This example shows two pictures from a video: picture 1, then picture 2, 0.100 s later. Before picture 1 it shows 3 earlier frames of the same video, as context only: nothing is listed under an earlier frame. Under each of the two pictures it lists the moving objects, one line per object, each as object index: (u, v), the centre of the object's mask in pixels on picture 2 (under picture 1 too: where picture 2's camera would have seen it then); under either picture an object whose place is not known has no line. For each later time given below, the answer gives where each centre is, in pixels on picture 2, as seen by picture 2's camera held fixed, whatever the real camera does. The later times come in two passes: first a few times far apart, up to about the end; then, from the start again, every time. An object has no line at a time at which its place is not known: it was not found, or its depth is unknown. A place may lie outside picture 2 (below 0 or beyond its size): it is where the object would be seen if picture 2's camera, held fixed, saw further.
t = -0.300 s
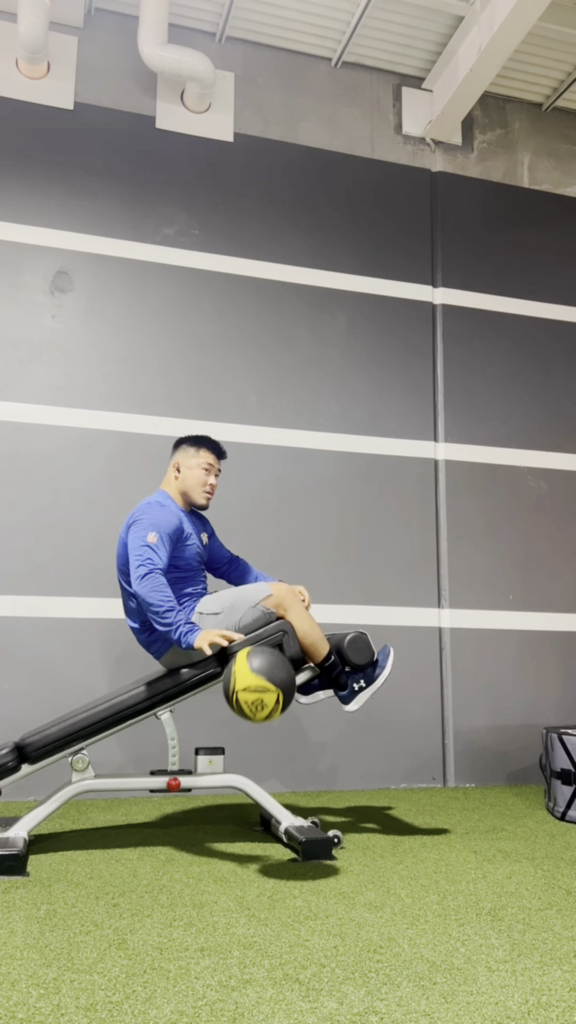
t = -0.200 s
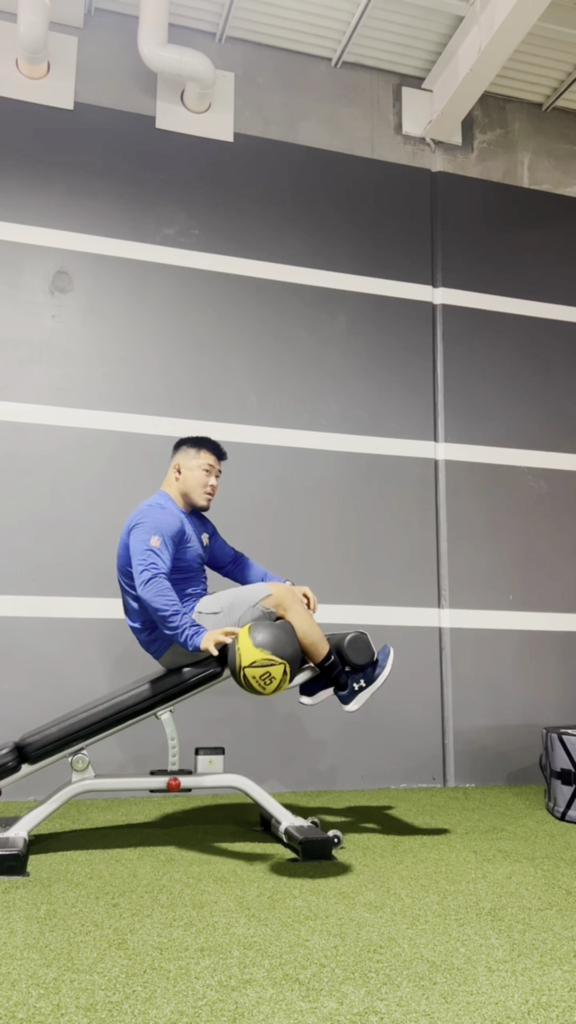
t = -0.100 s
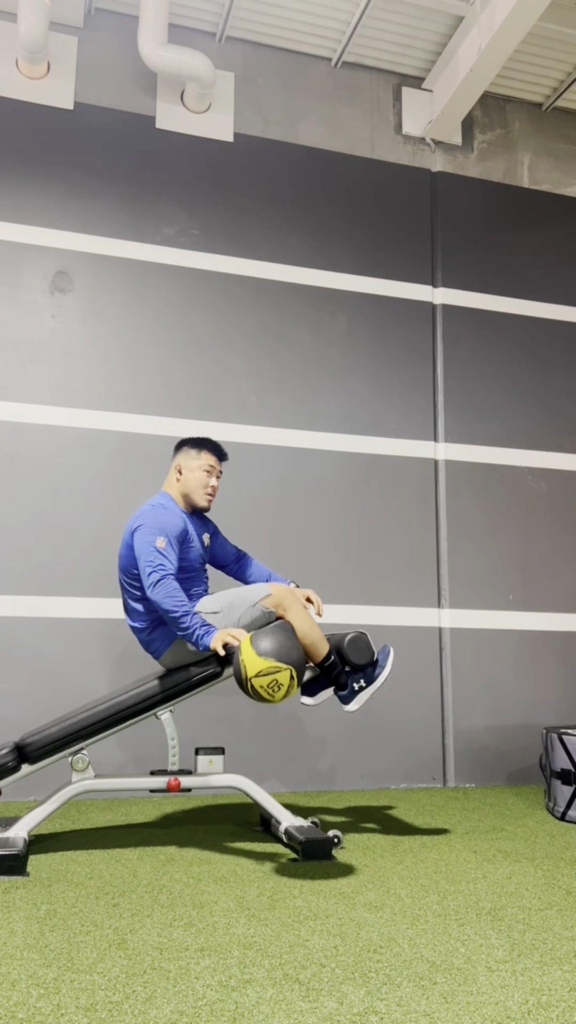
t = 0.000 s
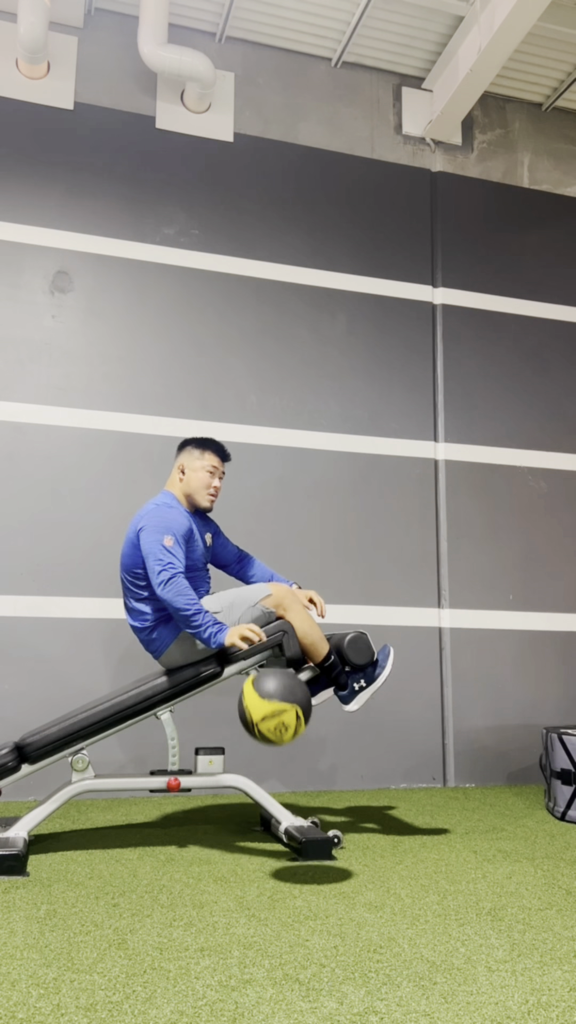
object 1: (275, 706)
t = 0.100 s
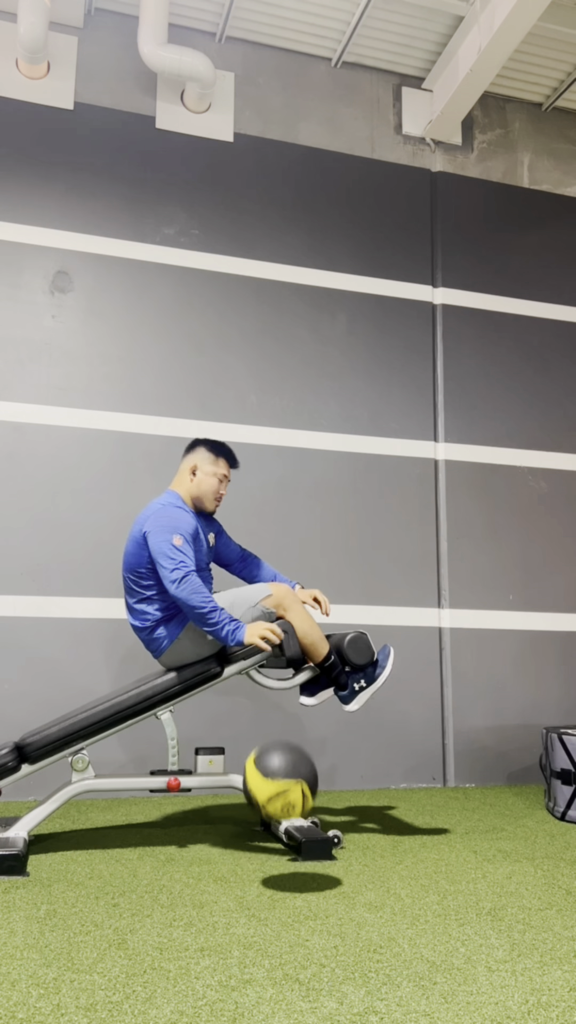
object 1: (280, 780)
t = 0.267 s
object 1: (288, 792)
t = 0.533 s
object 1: (296, 762)
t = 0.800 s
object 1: (304, 810)
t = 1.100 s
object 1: (310, 853)
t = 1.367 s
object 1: (312, 862)
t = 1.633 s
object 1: (311, 855)
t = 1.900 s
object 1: (307, 864)
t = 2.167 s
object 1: (306, 864)
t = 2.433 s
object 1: (307, 864)
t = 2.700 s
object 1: (307, 864)
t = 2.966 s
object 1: (307, 864)
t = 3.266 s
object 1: (307, 864)
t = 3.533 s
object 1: (307, 864)
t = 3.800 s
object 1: (307, 864)
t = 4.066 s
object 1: (307, 864)
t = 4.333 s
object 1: (307, 864)
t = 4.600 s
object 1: (307, 864)
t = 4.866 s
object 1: (307, 864)
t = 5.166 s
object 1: (307, 864)
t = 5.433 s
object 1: (307, 864)
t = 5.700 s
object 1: (307, 864)
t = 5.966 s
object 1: (307, 864)
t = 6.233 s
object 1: (307, 864)
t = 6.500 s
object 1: (307, 864)
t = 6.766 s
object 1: (307, 864)
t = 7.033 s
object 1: (307, 864)
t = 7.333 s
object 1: (307, 864)
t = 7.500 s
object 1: (307, 864)
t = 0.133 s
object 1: (283, 815)
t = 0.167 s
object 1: (284, 854)
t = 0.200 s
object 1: (285, 840)
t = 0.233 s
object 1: (287, 814)
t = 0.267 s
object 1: (288, 792)
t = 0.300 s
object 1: (289, 775)
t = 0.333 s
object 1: (290, 762)
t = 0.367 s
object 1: (291, 753)
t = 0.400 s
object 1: (292, 747)
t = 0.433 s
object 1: (293, 746)
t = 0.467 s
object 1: (294, 747)
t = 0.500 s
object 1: (295, 753)
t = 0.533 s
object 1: (296, 762)
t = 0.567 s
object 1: (297, 776)
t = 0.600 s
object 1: (298, 793)
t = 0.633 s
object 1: (301, 817)
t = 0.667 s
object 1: (300, 842)
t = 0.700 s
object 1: (301, 856)
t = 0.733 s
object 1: (301, 837)
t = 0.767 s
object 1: (303, 821)
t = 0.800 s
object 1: (304, 810)
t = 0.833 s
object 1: (304, 802)
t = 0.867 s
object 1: (305, 798)
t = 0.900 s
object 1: (306, 797)
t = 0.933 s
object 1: (307, 802)
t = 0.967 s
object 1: (308, 810)
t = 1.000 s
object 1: (308, 822)
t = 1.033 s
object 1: (309, 838)
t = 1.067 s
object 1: (310, 857)
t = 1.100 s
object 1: (310, 853)
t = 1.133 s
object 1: (311, 840)
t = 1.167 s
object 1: (311, 832)
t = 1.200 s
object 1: (311, 828)
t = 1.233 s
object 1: (312, 828)
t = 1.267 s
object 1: (312, 831)
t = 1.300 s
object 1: (312, 839)
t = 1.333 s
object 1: (312, 851)
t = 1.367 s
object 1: (312, 862)
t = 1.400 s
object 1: (312, 853)
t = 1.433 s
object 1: (312, 846)
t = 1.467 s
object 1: (312, 845)
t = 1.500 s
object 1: (312, 846)
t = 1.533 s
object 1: (312, 852)
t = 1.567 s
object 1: (312, 862)
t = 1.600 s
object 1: (311, 859)
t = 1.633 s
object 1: (311, 855)
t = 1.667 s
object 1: (311, 855)
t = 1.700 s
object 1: (310, 859)
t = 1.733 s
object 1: (310, 863)
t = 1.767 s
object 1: (309, 860)
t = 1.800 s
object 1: (309, 861)
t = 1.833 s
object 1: (308, 864)
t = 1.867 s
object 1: (308, 862)
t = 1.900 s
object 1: (307, 864)
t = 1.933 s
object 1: (307, 863)
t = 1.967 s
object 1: (307, 864)
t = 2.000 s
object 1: (306, 864)
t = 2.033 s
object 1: (306, 864)
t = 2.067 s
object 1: (306, 864)
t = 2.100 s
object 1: (306, 864)
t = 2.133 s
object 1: (306, 864)
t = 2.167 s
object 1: (306, 864)
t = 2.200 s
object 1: (306, 864)
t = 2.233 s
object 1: (306, 864)
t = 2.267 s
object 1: (306, 864)
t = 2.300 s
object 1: (307, 864)
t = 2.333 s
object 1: (307, 864)
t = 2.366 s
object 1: (307, 864)
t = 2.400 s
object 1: (307, 864)
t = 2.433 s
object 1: (307, 864)
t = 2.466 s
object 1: (307, 864)
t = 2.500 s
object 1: (307, 864)
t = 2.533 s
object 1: (307, 864)
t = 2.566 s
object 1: (307, 864)
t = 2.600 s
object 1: (307, 864)
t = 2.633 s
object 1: (307, 864)
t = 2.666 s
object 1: (307, 864)
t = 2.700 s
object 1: (307, 864)
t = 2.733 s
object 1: (307, 864)
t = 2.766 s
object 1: (307, 864)
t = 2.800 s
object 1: (307, 864)
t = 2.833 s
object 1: (307, 864)
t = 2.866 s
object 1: (307, 864)
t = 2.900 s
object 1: (307, 864)
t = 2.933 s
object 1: (307, 864)
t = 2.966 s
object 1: (307, 864)
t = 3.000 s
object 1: (307, 864)
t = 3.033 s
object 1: (307, 864)
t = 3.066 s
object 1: (307, 864)
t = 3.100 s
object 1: (307, 864)
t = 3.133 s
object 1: (307, 864)
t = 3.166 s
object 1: (307, 864)
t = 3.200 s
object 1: (307, 864)
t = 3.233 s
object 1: (307, 864)
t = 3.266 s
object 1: (307, 864)
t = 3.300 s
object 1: (307, 864)
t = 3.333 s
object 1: (307, 864)
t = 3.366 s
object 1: (307, 864)
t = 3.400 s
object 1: (307, 864)
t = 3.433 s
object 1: (307, 864)
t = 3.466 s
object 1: (307, 864)
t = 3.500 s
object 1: (307, 864)
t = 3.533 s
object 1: (307, 864)
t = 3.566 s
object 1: (307, 864)
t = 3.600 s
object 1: (307, 864)
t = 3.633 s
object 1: (307, 864)
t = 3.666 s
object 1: (307, 864)
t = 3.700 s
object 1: (307, 864)
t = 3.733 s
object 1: (307, 864)
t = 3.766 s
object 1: (307, 864)
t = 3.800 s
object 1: (307, 864)
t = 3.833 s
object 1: (307, 864)
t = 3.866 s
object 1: (307, 864)
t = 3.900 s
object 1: (307, 864)
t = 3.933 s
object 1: (307, 864)
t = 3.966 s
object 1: (307, 864)
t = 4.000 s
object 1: (307, 864)
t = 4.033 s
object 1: (307, 864)
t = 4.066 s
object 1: (307, 864)
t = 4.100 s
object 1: (307, 864)
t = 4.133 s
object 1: (307, 864)
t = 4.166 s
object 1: (307, 864)
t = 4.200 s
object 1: (307, 864)
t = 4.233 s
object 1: (307, 864)
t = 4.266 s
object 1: (307, 864)
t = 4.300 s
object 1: (307, 864)
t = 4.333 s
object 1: (307, 864)
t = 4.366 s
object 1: (307, 864)
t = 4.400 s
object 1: (307, 864)
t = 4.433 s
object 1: (307, 864)
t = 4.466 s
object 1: (307, 864)
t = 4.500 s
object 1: (307, 864)
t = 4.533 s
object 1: (307, 864)
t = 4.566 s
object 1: (307, 864)
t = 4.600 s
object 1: (307, 864)
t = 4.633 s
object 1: (307, 864)
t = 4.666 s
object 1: (307, 864)
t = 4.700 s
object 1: (307, 864)
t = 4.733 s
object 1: (307, 864)
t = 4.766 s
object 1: (307, 864)
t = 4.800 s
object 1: (307, 864)
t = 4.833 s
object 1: (307, 864)
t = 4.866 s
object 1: (307, 864)
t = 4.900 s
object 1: (307, 864)
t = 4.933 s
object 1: (307, 864)
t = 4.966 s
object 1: (307, 864)
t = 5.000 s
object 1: (307, 864)
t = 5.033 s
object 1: (307, 864)
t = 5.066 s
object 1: (307, 864)
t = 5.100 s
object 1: (307, 864)
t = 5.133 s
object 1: (307, 864)
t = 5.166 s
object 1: (307, 864)
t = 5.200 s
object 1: (307, 864)
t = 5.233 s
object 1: (307, 864)
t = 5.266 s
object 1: (307, 864)
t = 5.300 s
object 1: (307, 864)
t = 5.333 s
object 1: (307, 864)
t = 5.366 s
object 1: (307, 864)
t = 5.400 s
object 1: (307, 864)
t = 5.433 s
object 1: (307, 864)
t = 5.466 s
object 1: (307, 864)
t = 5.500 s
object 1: (307, 864)
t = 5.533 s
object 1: (307, 864)
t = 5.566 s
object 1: (307, 864)
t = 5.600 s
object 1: (307, 864)
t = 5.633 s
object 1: (307, 864)
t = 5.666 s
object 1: (307, 864)
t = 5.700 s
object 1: (307, 864)
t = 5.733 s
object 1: (307, 864)
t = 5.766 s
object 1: (307, 864)
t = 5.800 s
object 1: (307, 864)
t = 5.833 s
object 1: (307, 864)
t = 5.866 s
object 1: (307, 864)
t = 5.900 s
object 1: (307, 864)
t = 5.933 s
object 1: (307, 864)
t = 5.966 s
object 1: (307, 864)
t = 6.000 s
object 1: (307, 864)
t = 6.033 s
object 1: (307, 864)
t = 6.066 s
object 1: (307, 864)
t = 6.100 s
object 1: (307, 864)
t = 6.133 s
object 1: (307, 864)
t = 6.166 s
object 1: (307, 864)
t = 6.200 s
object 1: (307, 864)
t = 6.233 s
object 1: (307, 864)
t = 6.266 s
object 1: (307, 864)
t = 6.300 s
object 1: (307, 864)
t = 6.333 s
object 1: (307, 864)
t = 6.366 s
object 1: (307, 864)
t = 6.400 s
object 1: (307, 864)
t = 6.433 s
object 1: (307, 864)
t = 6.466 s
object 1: (307, 864)
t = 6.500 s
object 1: (307, 864)
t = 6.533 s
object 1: (307, 864)
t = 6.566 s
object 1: (307, 864)
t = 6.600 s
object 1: (307, 864)
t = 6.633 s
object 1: (307, 864)
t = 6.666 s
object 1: (307, 864)
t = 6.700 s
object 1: (307, 864)
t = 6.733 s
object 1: (307, 864)
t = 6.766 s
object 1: (307, 864)
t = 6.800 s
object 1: (307, 864)
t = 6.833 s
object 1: (307, 864)
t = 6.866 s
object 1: (307, 864)
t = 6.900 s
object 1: (307, 864)
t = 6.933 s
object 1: (307, 864)
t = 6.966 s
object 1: (307, 864)
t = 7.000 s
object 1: (307, 864)
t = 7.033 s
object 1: (307, 864)
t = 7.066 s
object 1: (307, 864)
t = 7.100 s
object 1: (307, 864)
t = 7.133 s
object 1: (307, 864)
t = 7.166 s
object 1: (307, 864)
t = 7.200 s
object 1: (307, 864)
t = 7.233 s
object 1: (307, 864)
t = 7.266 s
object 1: (307, 864)
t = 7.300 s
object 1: (307, 864)
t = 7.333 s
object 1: (307, 864)
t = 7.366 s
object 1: (307, 864)
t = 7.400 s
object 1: (307, 864)
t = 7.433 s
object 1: (307, 864)
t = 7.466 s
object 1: (307, 864)
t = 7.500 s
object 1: (307, 864)
